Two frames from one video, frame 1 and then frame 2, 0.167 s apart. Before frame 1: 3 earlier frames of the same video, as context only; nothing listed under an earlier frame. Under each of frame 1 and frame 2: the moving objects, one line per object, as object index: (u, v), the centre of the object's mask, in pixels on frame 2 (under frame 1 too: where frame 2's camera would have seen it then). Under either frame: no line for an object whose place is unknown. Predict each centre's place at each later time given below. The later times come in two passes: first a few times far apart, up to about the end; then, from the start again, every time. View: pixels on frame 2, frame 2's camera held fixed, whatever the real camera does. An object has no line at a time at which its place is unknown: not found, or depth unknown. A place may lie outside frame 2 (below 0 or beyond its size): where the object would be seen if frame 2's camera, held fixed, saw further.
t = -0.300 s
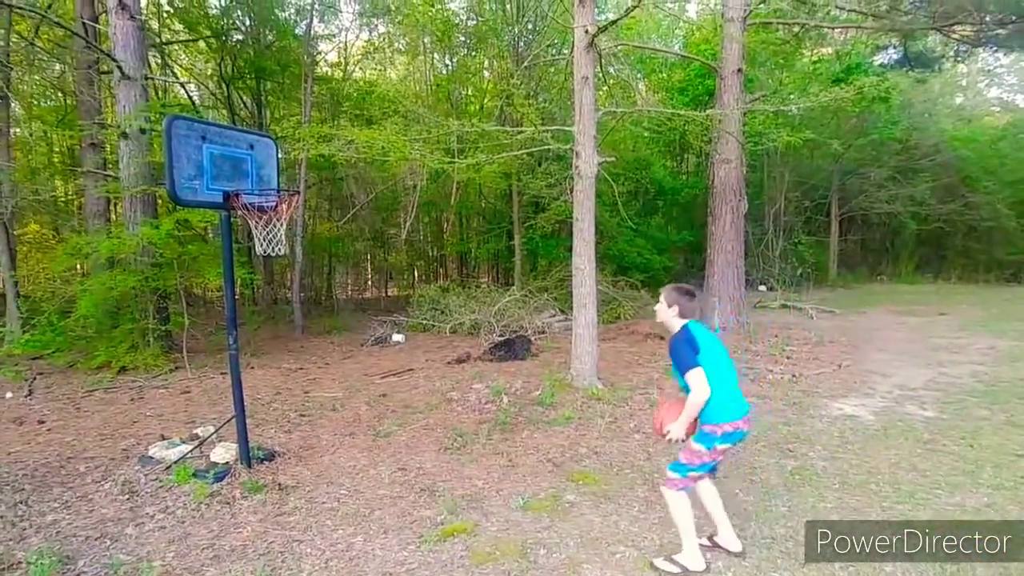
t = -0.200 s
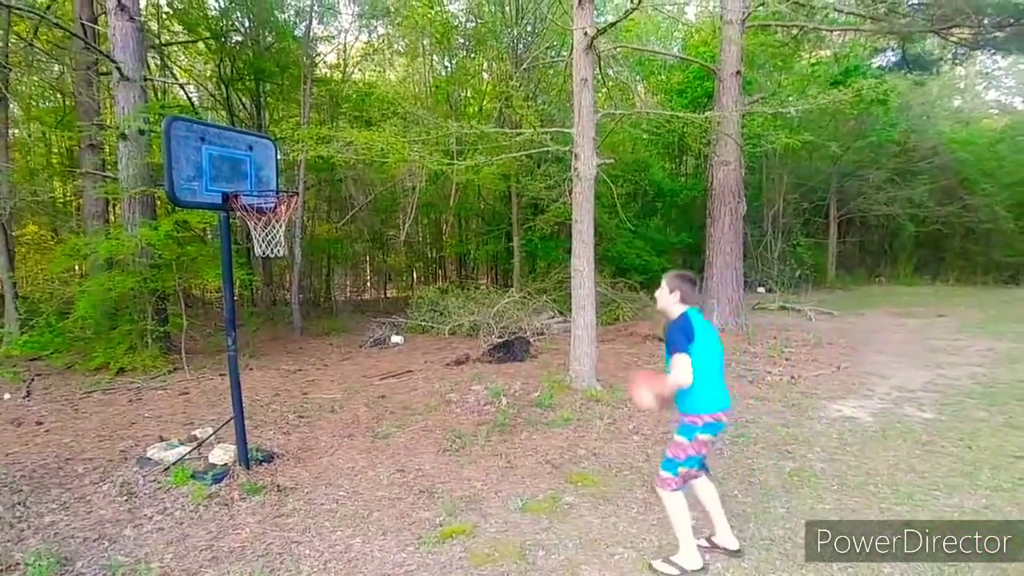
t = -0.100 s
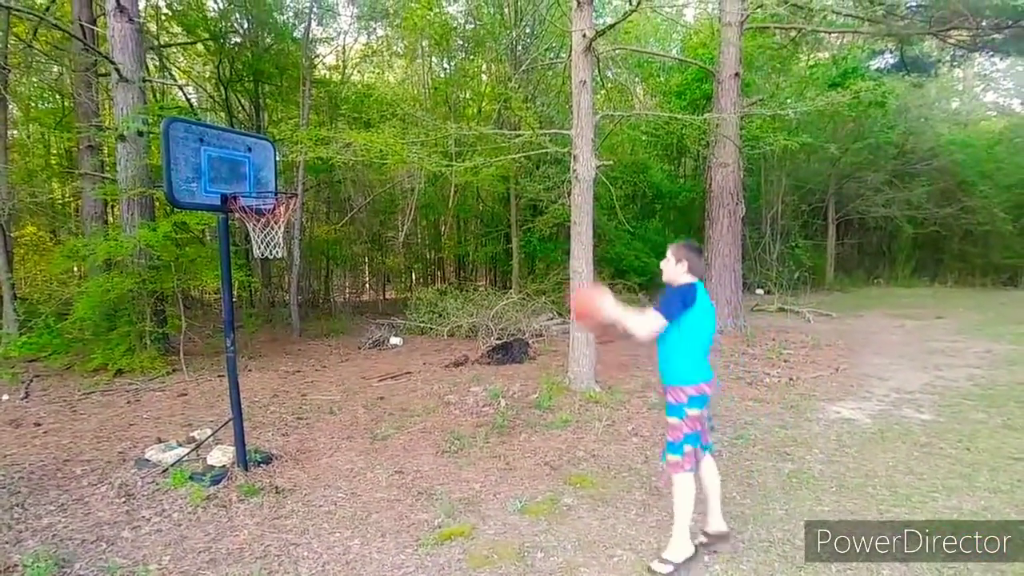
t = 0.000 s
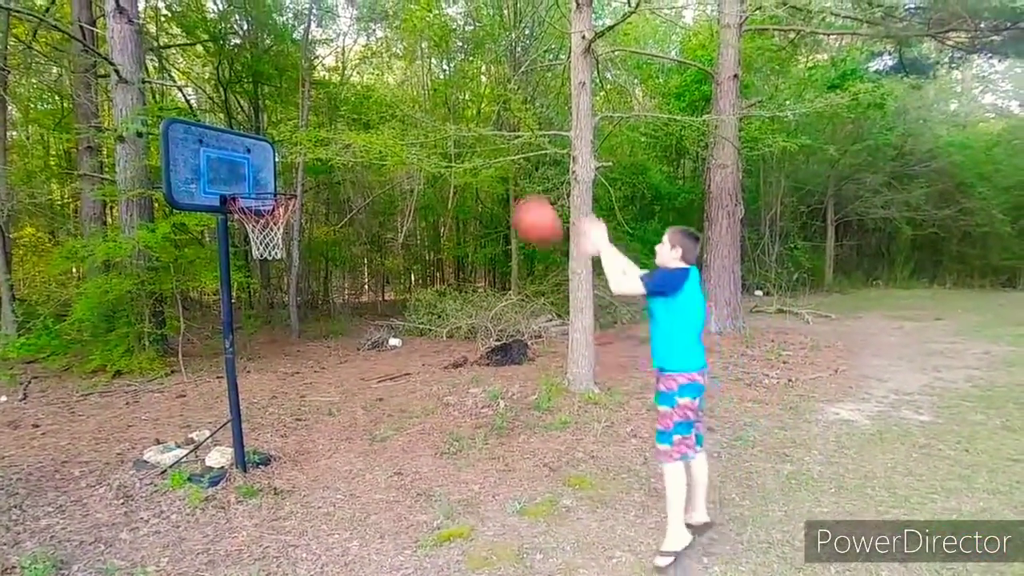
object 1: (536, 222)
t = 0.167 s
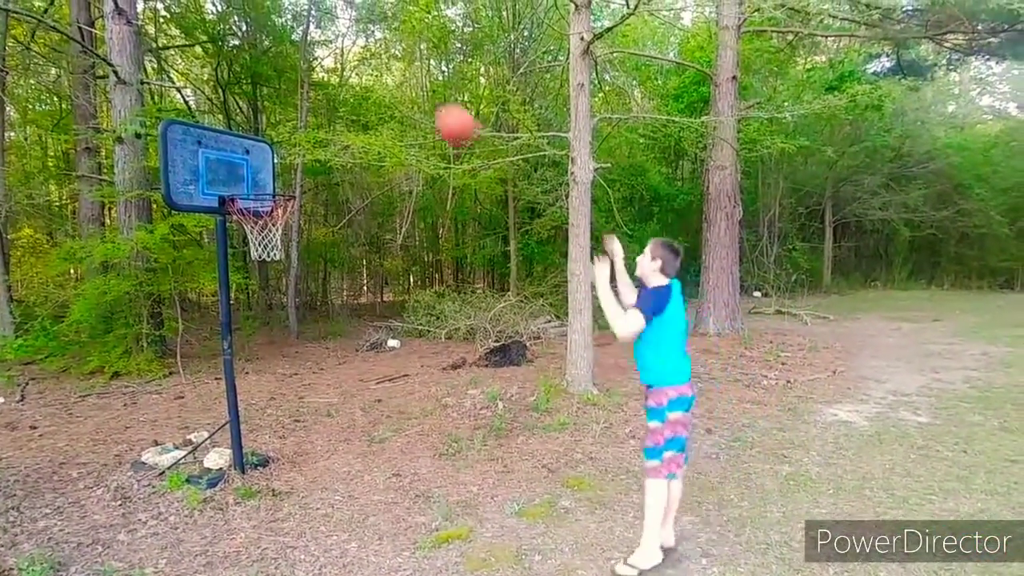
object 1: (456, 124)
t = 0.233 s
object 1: (429, 102)
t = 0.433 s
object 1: (350, 73)
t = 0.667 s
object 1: (276, 110)
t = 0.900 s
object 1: (258, 179)
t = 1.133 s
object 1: (289, 281)
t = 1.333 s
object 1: (311, 413)
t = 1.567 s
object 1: (327, 400)
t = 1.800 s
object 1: (334, 315)
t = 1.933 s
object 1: (339, 300)
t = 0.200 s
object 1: (442, 112)
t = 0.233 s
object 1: (429, 102)
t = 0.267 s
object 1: (415, 93)
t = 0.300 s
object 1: (401, 84)
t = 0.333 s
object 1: (389, 80)
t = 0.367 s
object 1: (376, 75)
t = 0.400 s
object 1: (363, 74)
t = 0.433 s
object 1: (350, 73)
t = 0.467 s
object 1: (340, 74)
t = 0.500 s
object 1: (327, 77)
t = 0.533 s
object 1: (315, 80)
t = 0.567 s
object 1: (305, 85)
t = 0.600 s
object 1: (295, 92)
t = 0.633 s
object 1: (285, 99)
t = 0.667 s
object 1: (276, 110)
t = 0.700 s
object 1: (265, 121)
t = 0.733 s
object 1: (255, 133)
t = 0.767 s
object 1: (246, 147)
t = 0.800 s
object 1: (245, 155)
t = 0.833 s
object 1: (250, 161)
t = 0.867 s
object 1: (254, 170)
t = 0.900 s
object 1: (258, 179)
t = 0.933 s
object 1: (264, 193)
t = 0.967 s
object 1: (269, 207)
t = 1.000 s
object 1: (275, 221)
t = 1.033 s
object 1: (278, 231)
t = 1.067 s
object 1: (282, 252)
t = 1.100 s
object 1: (285, 263)
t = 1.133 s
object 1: (289, 281)
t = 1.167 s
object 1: (292, 299)
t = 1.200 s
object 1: (296, 320)
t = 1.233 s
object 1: (299, 338)
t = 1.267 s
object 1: (304, 361)
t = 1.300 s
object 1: (308, 387)
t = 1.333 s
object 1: (311, 413)
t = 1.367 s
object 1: (316, 441)
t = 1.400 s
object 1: (321, 471)
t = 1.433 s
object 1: (322, 475)
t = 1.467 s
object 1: (322, 454)
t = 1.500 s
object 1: (323, 435)
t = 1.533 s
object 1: (324, 417)
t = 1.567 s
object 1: (327, 400)
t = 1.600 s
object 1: (327, 384)
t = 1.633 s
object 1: (328, 368)
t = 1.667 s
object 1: (329, 355)
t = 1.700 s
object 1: (330, 343)
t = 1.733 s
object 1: (332, 332)
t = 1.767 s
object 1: (333, 324)
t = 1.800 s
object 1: (334, 315)
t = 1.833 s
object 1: (335, 309)
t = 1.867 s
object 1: (336, 304)
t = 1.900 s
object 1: (338, 302)
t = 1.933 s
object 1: (339, 300)
